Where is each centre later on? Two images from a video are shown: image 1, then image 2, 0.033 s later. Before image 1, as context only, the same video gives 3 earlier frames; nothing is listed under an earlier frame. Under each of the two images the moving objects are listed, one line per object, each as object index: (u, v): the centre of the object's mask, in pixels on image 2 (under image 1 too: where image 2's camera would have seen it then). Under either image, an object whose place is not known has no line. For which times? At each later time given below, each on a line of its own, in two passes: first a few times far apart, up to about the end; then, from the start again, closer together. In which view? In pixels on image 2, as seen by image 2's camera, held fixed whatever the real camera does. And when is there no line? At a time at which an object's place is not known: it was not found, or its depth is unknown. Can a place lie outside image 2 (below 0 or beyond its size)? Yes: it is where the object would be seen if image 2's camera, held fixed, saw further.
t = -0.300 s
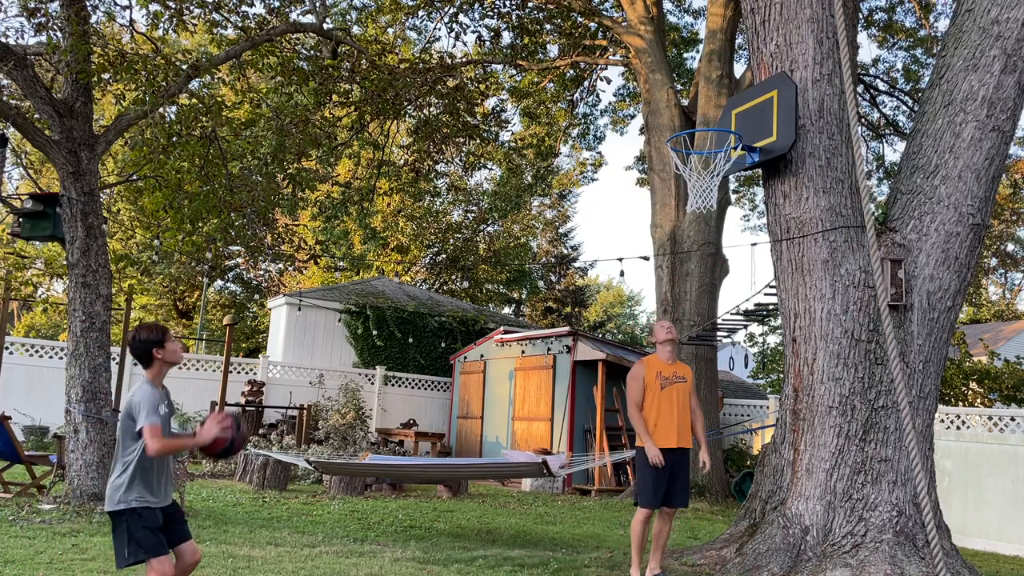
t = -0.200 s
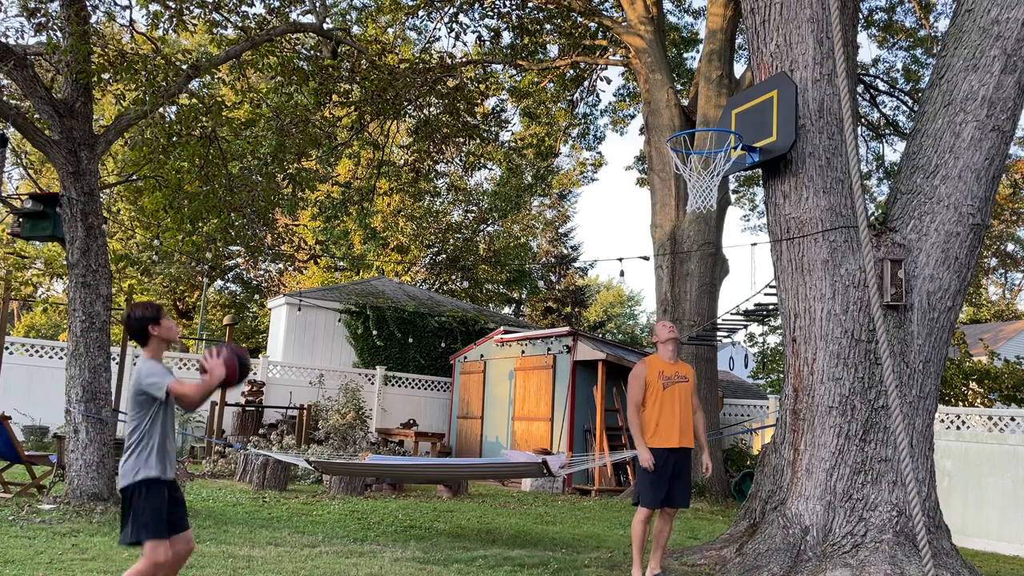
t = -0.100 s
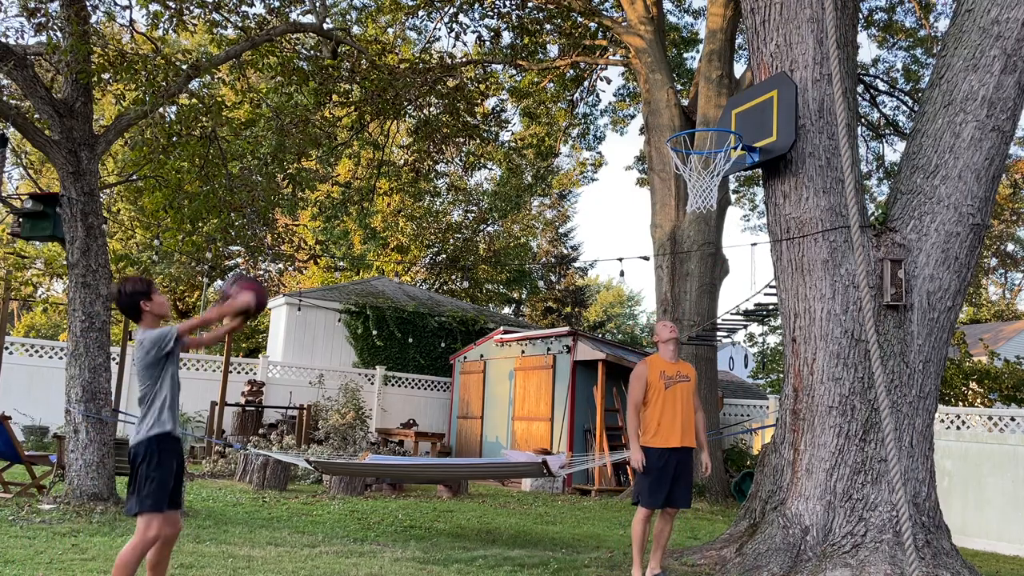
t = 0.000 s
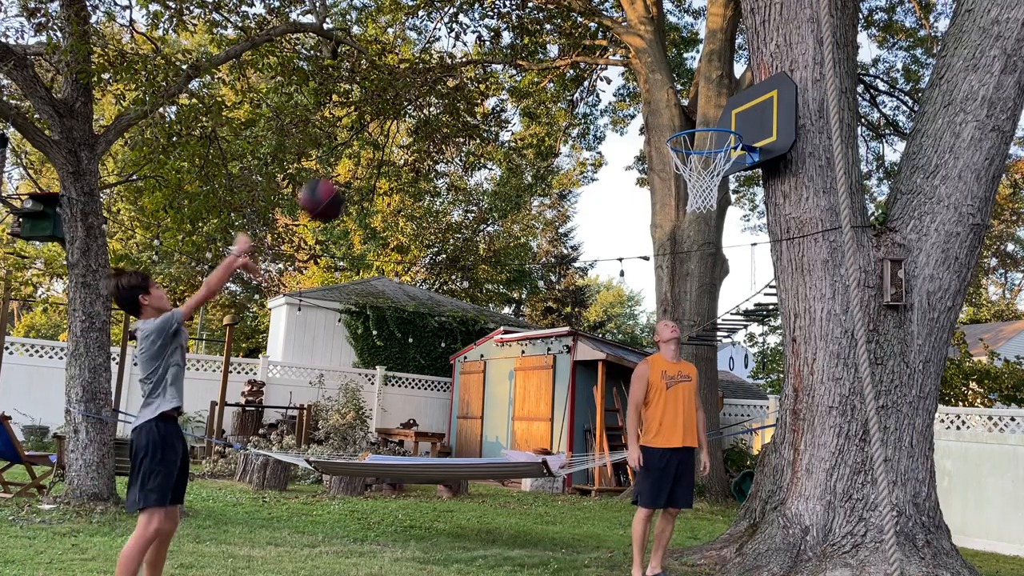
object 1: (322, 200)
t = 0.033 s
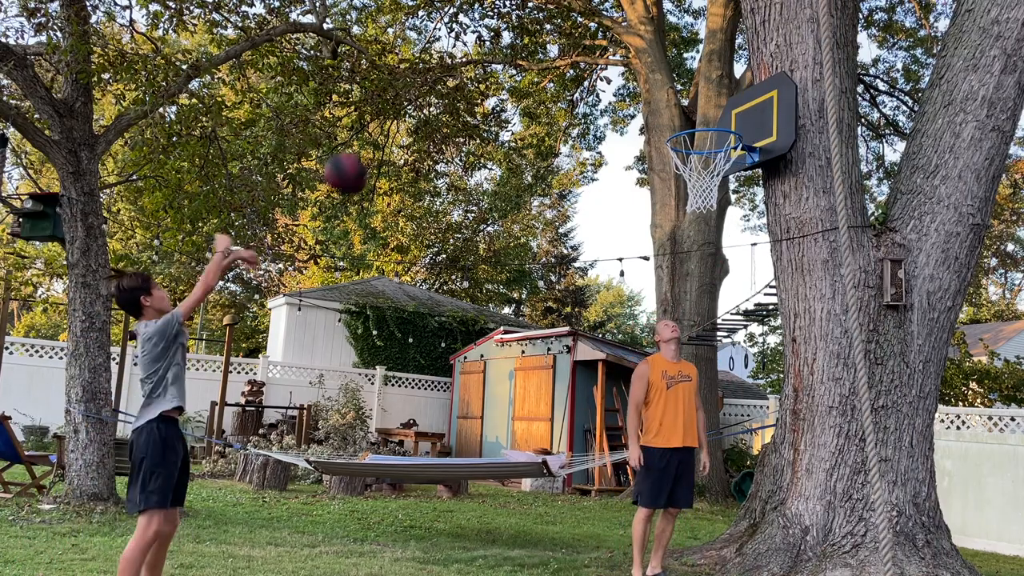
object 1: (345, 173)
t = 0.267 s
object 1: (492, 54)
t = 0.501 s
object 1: (611, 30)
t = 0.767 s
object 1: (724, 96)
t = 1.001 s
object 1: (697, 172)
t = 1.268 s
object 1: (743, 202)
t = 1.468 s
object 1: (753, 275)
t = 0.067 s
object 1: (368, 149)
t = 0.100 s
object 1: (390, 127)
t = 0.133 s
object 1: (413, 108)
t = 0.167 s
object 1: (434, 93)
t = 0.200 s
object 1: (454, 77)
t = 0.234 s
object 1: (474, 64)
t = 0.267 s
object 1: (492, 54)
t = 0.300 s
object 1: (511, 45)
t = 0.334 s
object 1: (529, 38)
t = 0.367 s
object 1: (546, 33)
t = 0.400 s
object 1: (563, 32)
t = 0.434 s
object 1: (580, 29)
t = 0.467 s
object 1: (596, 28)
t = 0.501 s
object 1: (611, 30)
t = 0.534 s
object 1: (625, 33)
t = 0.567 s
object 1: (640, 38)
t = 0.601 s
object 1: (655, 45)
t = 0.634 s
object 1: (669, 52)
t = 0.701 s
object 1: (698, 72)
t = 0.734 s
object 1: (712, 83)
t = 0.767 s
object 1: (724, 96)
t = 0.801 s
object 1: (729, 108)
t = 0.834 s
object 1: (718, 115)
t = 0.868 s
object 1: (705, 126)
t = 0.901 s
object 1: (695, 138)
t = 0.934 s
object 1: (687, 151)
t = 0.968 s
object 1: (692, 158)
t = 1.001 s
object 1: (697, 172)
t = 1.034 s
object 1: (700, 180)
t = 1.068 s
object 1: (715, 184)
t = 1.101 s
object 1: (718, 191)
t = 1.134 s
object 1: (720, 189)
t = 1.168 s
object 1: (728, 187)
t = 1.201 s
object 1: (736, 190)
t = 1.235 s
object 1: (742, 196)
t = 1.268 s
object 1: (743, 202)
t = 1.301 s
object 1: (743, 210)
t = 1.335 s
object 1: (743, 220)
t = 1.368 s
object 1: (745, 231)
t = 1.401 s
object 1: (748, 244)
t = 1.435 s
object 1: (750, 259)
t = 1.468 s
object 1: (753, 275)
